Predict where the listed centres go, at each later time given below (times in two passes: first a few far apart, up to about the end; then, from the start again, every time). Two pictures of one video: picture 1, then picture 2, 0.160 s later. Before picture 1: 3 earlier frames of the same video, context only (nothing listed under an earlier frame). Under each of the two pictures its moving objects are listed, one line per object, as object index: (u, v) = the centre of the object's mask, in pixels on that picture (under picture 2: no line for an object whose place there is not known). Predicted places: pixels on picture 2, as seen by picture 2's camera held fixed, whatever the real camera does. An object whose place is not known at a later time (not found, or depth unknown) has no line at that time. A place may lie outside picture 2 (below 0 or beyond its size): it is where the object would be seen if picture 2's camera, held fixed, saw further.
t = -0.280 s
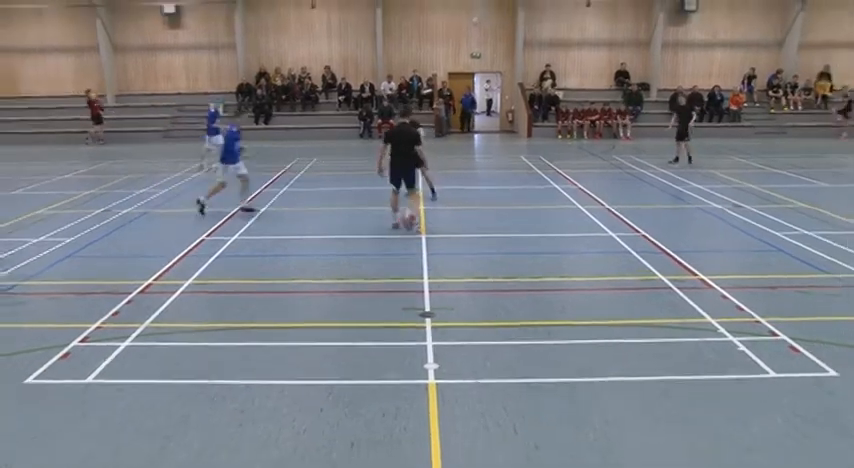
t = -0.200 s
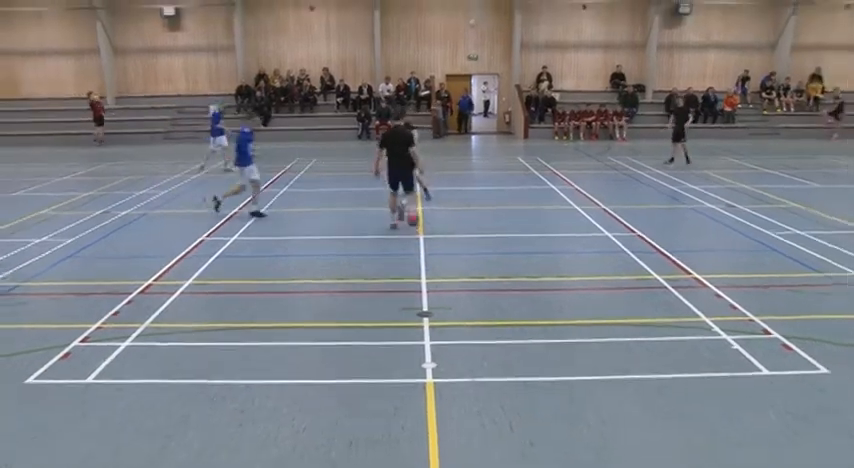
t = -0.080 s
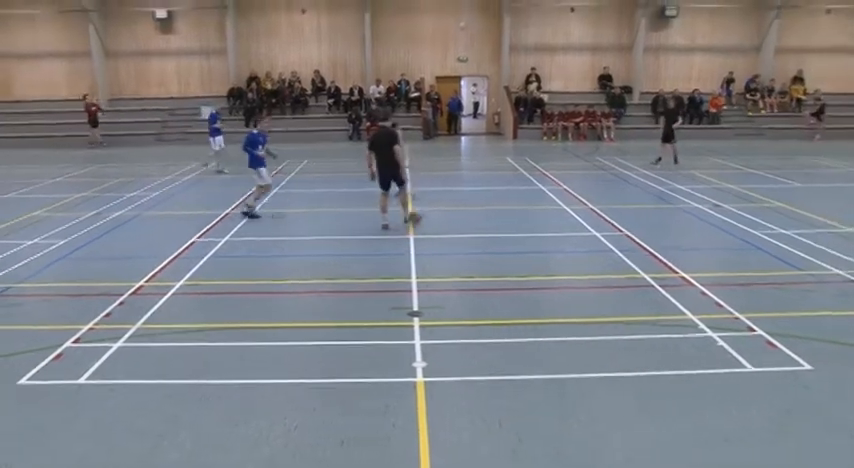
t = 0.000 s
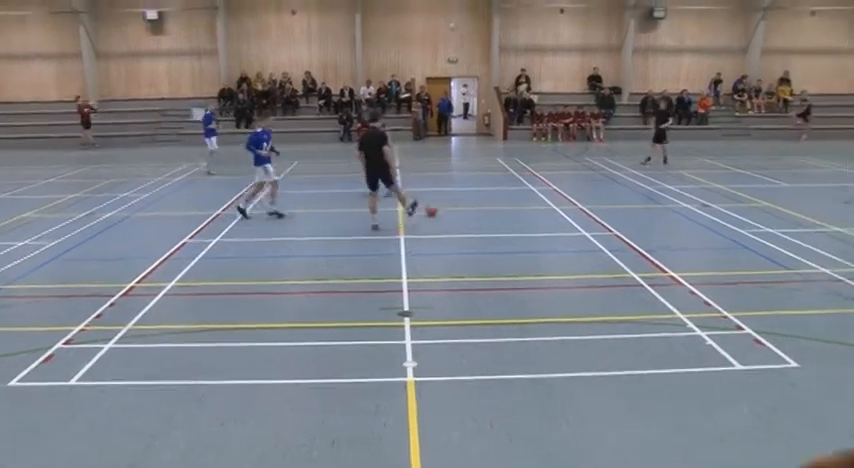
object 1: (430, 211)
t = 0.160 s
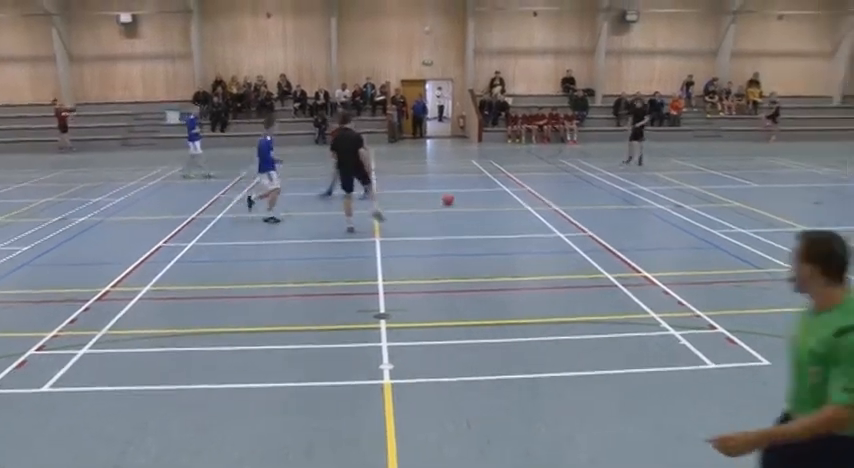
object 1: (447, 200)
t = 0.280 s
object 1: (471, 192)
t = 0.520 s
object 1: (509, 182)
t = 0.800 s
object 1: (540, 172)
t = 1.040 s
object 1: (562, 166)
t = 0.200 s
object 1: (456, 197)
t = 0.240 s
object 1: (464, 194)
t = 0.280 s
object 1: (471, 192)
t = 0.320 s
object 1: (479, 190)
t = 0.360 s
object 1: (485, 187)
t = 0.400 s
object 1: (491, 185)
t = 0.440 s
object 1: (497, 184)
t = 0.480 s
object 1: (504, 182)
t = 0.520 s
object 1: (509, 182)
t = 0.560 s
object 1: (513, 180)
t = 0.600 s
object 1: (518, 179)
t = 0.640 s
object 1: (524, 178)
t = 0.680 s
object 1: (529, 175)
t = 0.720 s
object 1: (533, 174)
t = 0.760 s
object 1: (537, 173)
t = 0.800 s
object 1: (540, 172)
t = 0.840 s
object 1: (548, 169)
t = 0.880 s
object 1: (550, 168)
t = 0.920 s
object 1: (552, 168)
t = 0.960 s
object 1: (556, 167)
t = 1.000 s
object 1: (561, 167)
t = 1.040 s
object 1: (562, 166)
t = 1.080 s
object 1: (567, 164)
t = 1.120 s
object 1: (571, 162)
